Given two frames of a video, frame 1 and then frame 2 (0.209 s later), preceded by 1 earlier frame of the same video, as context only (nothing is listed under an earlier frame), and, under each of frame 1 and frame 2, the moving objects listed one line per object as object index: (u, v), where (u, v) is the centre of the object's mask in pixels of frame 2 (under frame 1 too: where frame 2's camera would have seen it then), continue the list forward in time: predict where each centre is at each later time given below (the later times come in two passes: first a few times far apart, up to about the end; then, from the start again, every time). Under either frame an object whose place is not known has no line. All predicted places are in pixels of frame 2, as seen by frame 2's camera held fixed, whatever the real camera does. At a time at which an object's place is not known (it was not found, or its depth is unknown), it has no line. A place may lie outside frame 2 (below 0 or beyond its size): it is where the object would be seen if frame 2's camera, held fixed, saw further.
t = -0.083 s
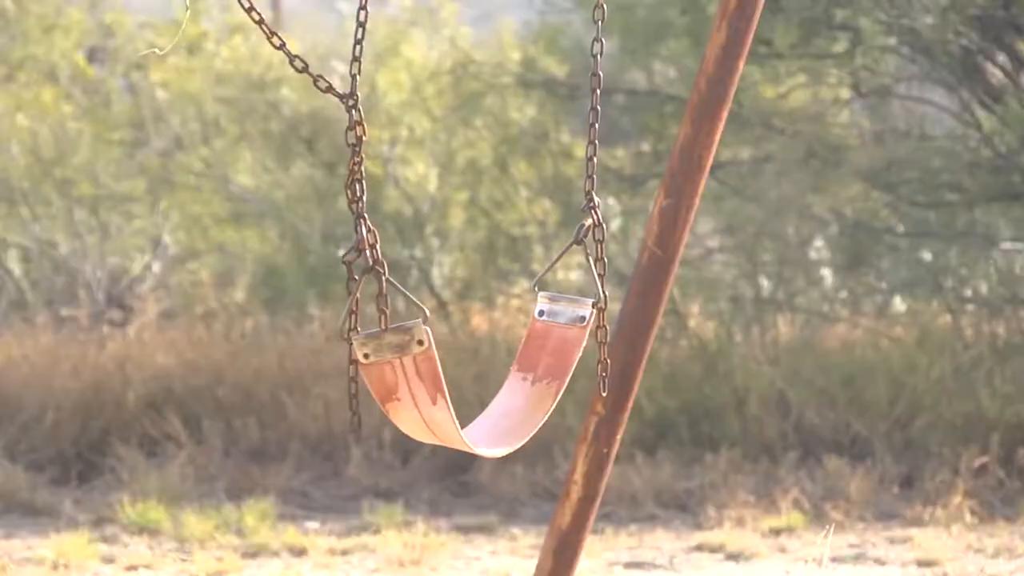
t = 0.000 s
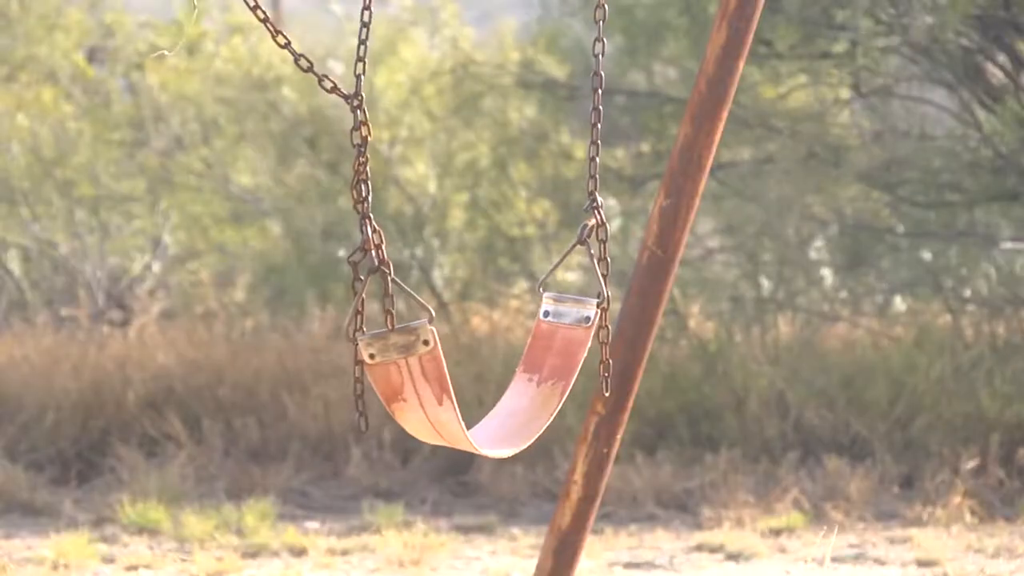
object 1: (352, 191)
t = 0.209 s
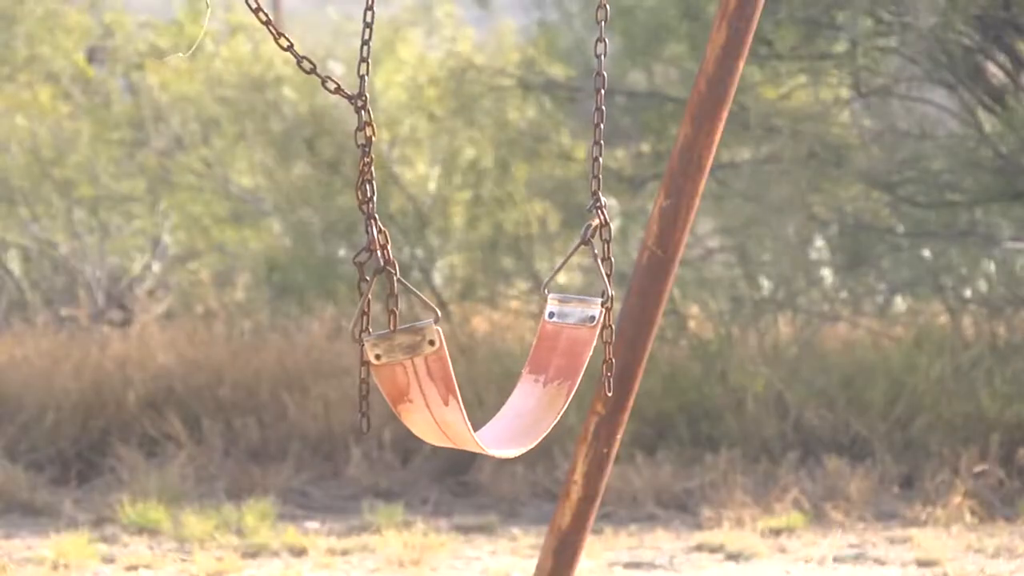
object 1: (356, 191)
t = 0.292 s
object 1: (355, 190)
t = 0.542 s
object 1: (346, 191)
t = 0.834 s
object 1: (327, 190)
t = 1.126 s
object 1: (309, 188)
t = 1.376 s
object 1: (296, 188)
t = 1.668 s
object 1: (298, 188)
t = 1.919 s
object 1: (310, 189)
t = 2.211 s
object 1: (333, 187)
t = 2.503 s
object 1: (367, 187)
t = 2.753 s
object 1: (387, 188)
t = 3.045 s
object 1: (391, 188)
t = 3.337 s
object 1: (373, 189)
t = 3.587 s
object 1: (343, 187)
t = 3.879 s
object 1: (306, 184)
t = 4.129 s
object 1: (283, 184)
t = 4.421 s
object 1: (279, 184)
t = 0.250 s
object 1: (356, 191)
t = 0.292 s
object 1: (355, 190)
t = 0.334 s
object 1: (354, 190)
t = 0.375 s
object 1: (353, 190)
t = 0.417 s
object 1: (352, 191)
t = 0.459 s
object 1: (350, 191)
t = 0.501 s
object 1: (348, 191)
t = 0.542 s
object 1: (346, 191)
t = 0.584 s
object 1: (344, 192)
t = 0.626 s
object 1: (341, 189)
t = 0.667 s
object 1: (338, 189)
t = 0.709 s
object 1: (336, 190)
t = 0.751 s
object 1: (333, 188)
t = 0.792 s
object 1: (330, 189)
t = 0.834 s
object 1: (327, 190)
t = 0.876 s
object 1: (325, 189)
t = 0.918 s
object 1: (323, 189)
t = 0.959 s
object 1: (320, 189)
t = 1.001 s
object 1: (317, 190)
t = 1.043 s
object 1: (315, 190)
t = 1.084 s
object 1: (312, 189)
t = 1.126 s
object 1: (309, 188)
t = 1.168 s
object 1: (306, 188)
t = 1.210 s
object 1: (303, 189)
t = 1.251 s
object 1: (301, 189)
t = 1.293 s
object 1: (299, 189)
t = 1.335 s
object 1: (297, 189)
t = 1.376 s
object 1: (296, 188)
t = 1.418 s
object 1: (296, 188)
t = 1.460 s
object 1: (295, 189)
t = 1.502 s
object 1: (295, 189)
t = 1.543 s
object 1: (295, 188)
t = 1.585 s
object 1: (296, 188)
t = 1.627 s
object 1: (296, 189)
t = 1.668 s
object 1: (298, 188)
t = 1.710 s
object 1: (299, 189)
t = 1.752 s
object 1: (301, 190)
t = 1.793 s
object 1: (303, 190)
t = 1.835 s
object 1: (305, 188)
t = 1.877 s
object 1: (307, 190)
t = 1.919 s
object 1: (310, 189)
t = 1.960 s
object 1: (312, 189)
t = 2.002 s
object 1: (315, 188)
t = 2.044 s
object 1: (318, 188)
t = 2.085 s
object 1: (321, 187)
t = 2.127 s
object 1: (325, 187)
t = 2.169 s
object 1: (329, 187)
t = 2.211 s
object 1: (333, 187)
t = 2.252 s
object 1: (338, 186)
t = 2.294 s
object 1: (343, 189)
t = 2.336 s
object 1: (349, 189)
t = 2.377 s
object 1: (353, 189)
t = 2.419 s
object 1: (358, 190)
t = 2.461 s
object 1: (362, 188)
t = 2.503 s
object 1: (367, 187)
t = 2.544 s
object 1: (371, 188)
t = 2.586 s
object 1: (375, 187)
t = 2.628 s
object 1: (378, 187)
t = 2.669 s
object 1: (381, 188)
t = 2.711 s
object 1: (384, 188)
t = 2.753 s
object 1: (387, 188)
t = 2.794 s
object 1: (388, 188)
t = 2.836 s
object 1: (389, 189)
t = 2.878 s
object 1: (389, 188)
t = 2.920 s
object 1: (390, 188)
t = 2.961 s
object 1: (391, 188)
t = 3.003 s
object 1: (391, 189)
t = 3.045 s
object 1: (391, 188)
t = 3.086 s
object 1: (390, 190)
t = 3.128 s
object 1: (388, 188)
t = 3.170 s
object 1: (386, 188)
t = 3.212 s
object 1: (384, 187)
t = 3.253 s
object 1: (381, 188)
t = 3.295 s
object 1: (376, 189)
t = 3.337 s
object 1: (373, 189)
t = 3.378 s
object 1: (368, 189)
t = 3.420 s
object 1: (363, 188)
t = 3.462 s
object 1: (358, 186)
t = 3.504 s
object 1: (353, 187)
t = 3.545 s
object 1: (348, 187)
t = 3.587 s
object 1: (343, 187)
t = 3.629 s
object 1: (338, 185)
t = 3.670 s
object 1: (332, 186)
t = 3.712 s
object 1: (327, 186)
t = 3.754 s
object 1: (322, 185)
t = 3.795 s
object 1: (317, 185)
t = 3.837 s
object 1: (312, 183)
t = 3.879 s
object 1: (306, 184)
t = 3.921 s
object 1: (302, 185)
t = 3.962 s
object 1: (296, 183)
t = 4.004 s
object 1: (292, 183)
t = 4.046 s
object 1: (290, 183)
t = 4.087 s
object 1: (286, 184)
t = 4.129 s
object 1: (283, 184)
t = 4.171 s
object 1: (282, 184)
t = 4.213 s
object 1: (280, 183)
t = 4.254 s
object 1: (279, 182)
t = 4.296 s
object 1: (278, 182)
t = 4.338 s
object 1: (278, 184)
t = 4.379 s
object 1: (278, 184)
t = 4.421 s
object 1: (279, 184)
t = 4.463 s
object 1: (280, 184)
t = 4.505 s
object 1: (281, 184)
